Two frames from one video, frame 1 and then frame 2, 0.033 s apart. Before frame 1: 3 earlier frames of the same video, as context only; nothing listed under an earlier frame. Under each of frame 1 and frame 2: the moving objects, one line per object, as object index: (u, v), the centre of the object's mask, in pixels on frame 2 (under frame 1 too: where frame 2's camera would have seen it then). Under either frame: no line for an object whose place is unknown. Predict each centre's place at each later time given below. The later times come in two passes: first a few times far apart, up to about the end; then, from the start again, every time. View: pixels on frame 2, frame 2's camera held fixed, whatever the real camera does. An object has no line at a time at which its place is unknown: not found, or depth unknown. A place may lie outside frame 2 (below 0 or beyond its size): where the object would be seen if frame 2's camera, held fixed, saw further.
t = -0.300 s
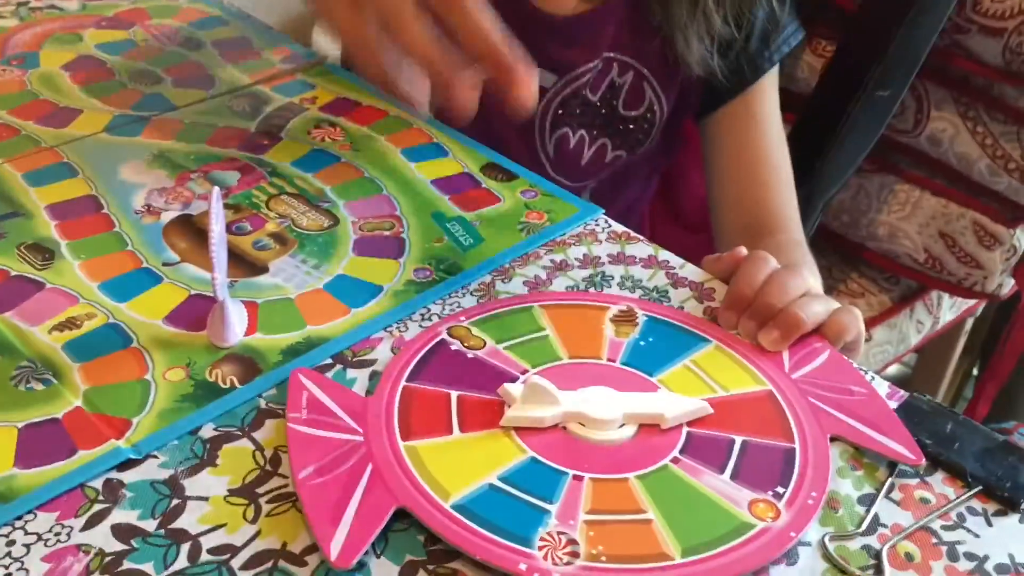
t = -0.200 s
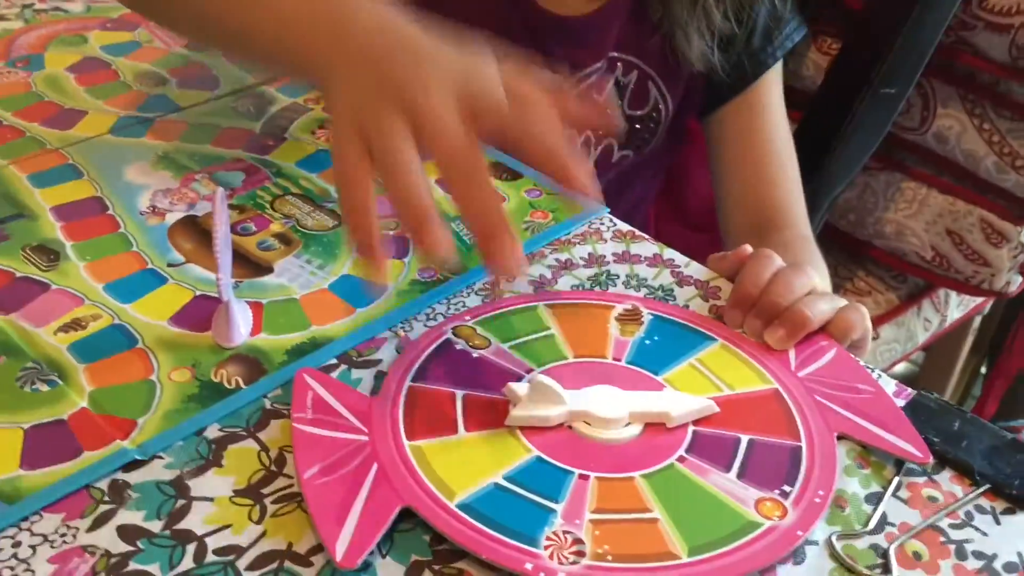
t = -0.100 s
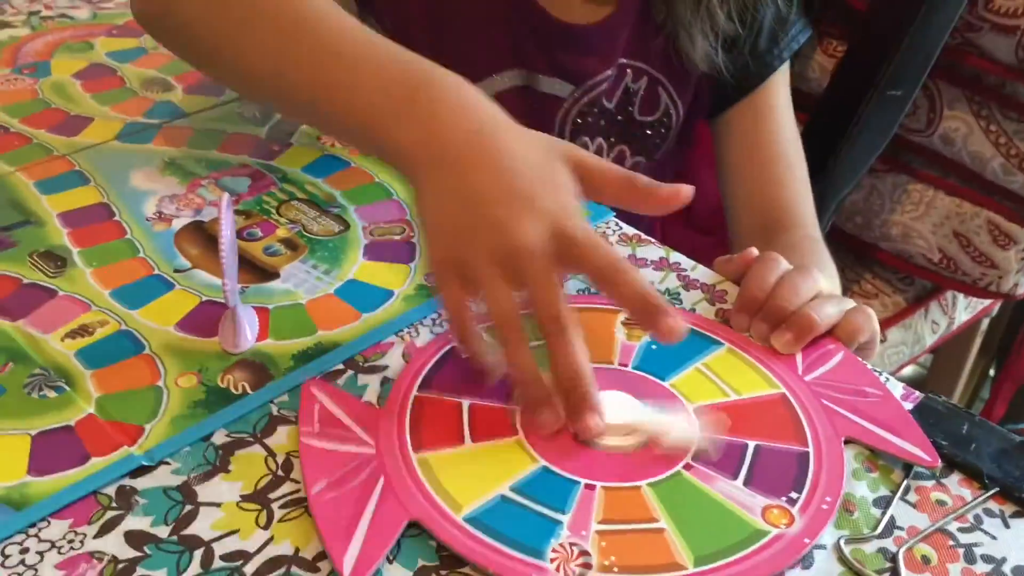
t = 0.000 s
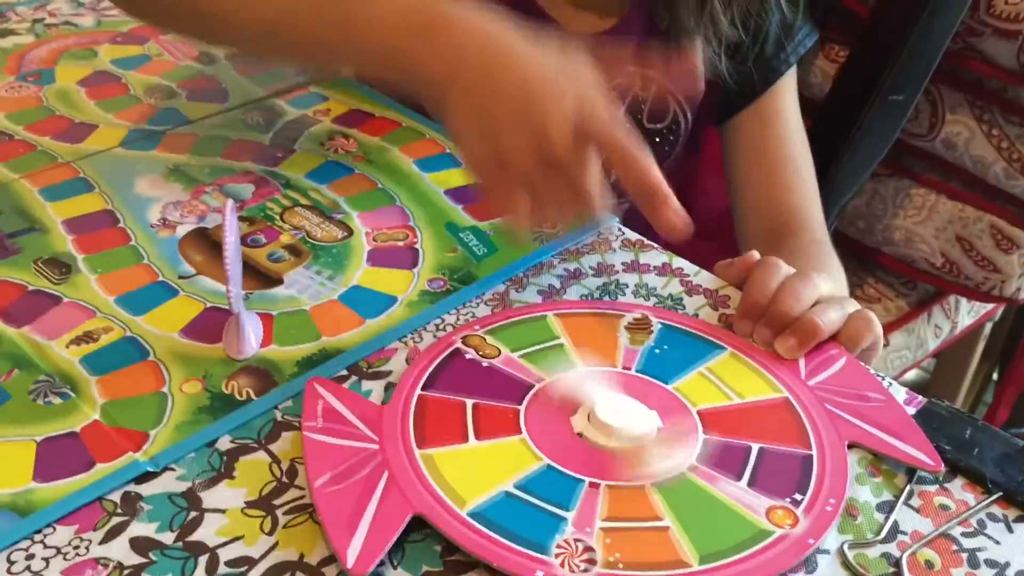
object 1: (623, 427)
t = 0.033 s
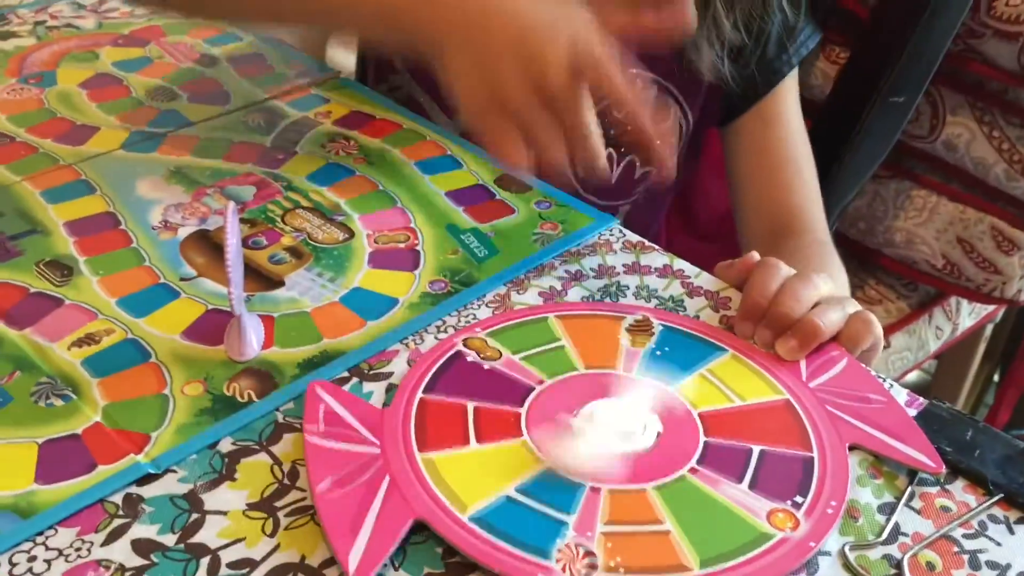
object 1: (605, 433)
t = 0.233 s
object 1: (620, 426)
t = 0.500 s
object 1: (614, 418)
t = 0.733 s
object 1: (615, 421)
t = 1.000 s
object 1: (615, 421)
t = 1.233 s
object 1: (616, 421)
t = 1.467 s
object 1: (615, 421)
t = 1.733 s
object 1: (616, 421)
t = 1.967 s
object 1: (616, 421)
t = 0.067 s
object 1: (605, 421)
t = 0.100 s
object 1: (613, 420)
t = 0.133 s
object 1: (615, 420)
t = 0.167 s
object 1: (621, 420)
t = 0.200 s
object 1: (623, 423)
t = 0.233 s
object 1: (620, 426)
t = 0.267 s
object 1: (613, 428)
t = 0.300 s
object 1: (611, 423)
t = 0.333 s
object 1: (611, 420)
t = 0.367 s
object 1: (613, 419)
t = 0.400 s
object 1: (613, 420)
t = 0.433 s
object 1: (613, 419)
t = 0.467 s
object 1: (613, 417)
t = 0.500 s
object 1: (614, 418)
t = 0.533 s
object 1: (616, 415)
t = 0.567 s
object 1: (616, 416)
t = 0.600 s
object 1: (615, 421)
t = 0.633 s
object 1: (615, 421)
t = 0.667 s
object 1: (616, 420)
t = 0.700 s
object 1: (616, 420)
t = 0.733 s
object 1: (615, 421)
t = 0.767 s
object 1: (615, 421)
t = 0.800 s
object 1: (615, 421)
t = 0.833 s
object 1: (615, 421)
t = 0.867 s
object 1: (615, 421)
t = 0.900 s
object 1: (616, 421)
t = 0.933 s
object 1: (616, 421)
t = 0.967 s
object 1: (616, 421)
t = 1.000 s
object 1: (615, 421)
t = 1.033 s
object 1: (615, 421)
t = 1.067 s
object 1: (616, 421)
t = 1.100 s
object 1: (616, 420)
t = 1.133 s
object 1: (615, 421)
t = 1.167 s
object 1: (616, 418)
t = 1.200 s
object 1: (616, 421)
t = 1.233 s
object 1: (616, 421)
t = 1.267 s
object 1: (616, 421)
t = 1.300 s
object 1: (616, 421)
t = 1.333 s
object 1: (616, 421)
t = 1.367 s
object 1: (615, 421)
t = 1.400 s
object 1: (615, 421)
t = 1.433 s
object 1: (615, 421)
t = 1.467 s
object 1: (615, 421)
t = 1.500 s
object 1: (616, 418)
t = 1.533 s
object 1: (615, 421)
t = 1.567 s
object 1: (615, 421)
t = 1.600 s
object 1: (615, 421)
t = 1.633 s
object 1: (616, 421)
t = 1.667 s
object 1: (616, 421)
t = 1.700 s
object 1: (616, 421)
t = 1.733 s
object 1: (616, 421)
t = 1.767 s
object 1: (616, 421)
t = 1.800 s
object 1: (617, 421)
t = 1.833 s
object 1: (617, 422)
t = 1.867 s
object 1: (617, 421)
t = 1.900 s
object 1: (616, 422)
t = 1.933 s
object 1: (616, 421)
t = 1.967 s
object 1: (616, 421)
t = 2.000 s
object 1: (616, 421)
